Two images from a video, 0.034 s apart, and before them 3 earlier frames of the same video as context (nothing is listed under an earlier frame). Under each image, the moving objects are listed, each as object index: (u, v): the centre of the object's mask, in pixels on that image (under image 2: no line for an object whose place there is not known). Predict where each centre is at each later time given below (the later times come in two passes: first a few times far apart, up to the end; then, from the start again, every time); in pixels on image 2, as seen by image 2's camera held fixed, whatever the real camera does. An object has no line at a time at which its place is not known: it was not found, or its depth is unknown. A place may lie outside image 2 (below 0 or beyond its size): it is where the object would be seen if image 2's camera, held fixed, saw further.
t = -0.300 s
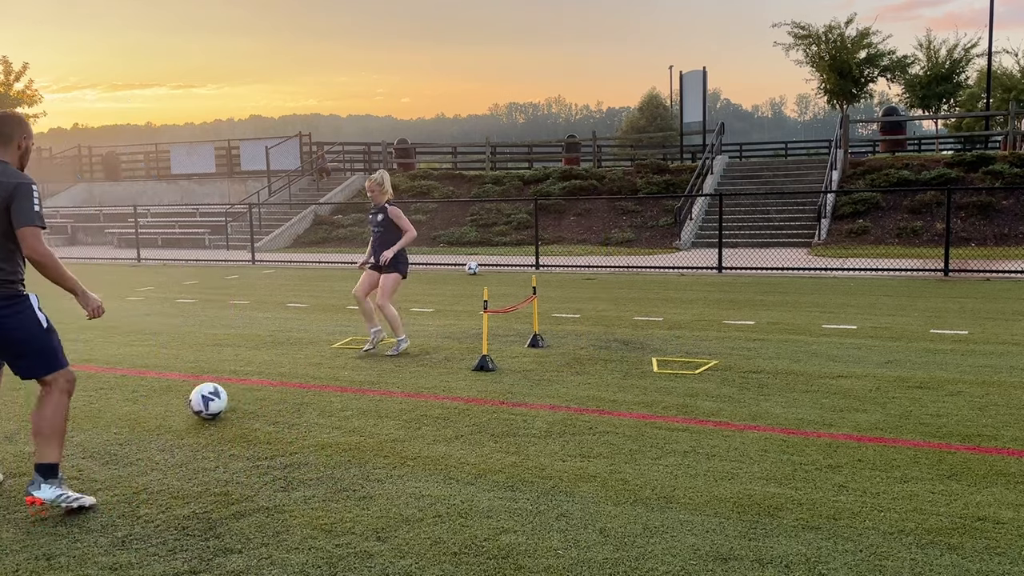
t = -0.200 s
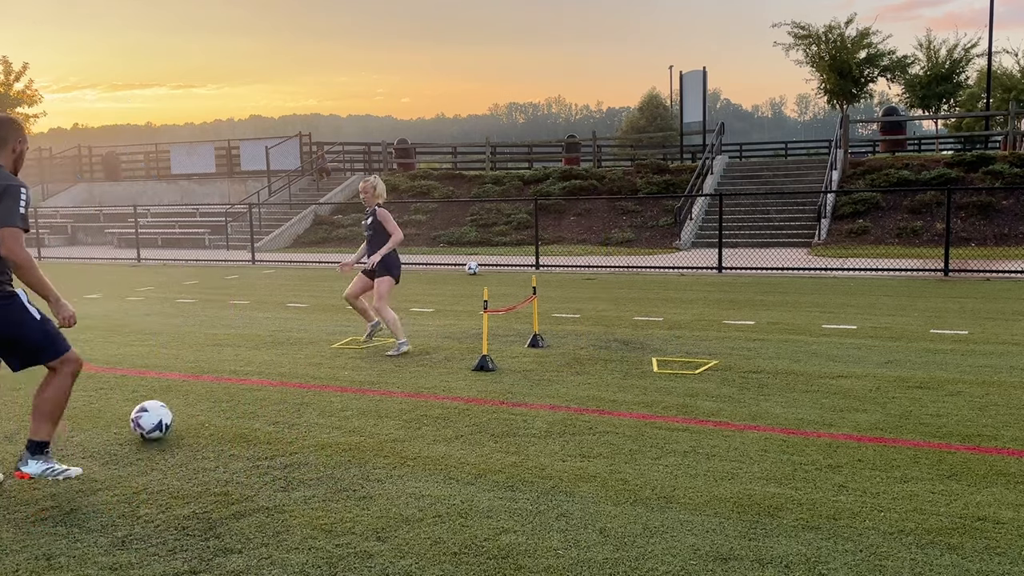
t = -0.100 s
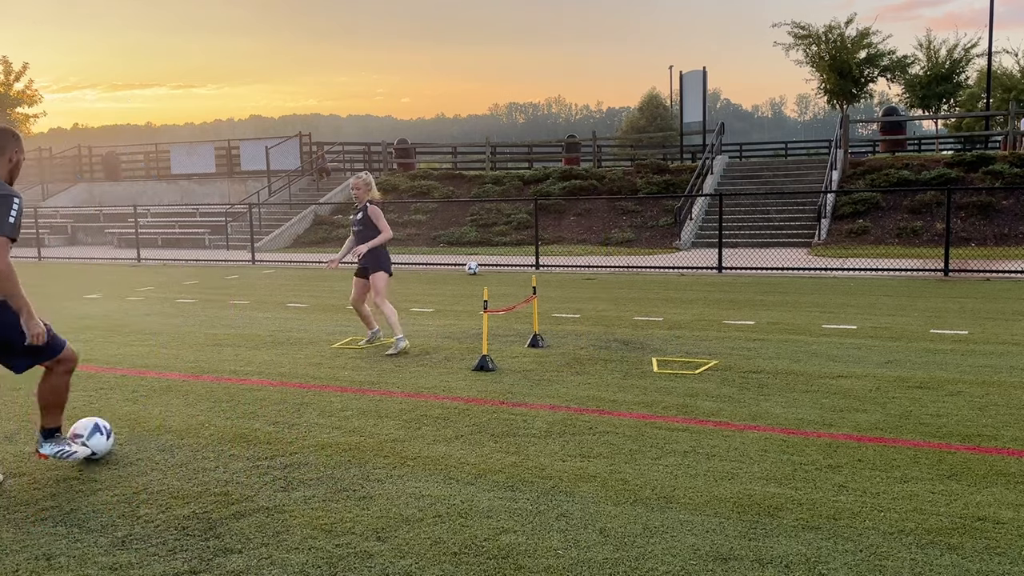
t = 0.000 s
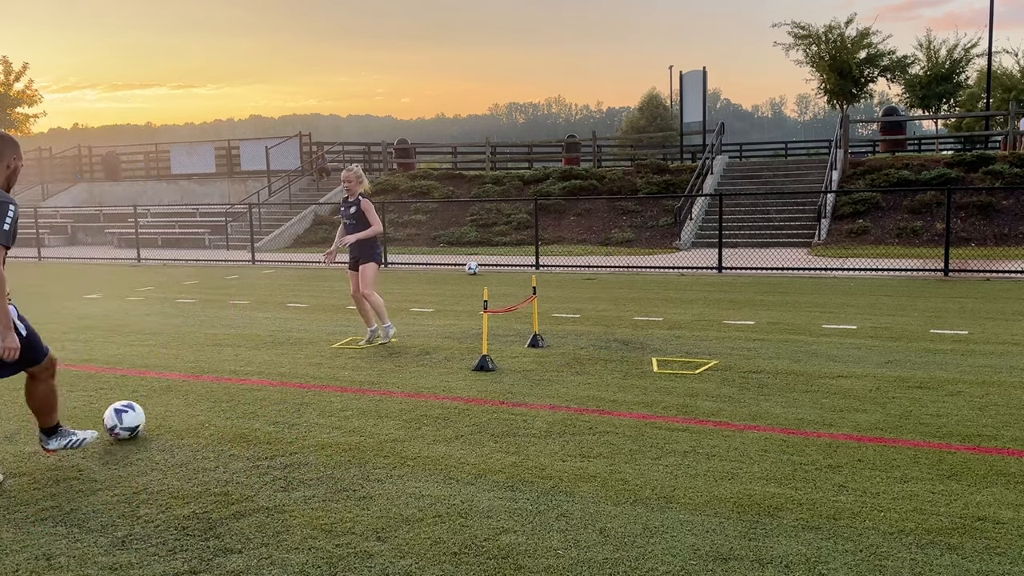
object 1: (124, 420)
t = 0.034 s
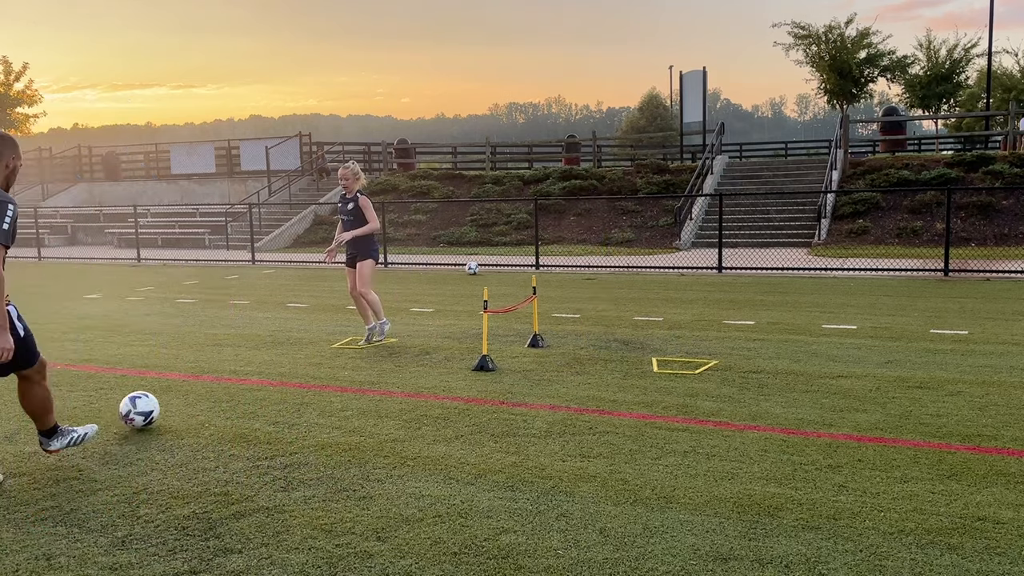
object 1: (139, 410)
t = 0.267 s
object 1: (216, 371)
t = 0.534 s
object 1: (260, 347)
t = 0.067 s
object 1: (153, 401)
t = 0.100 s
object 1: (166, 396)
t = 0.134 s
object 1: (179, 392)
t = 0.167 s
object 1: (189, 385)
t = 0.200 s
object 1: (199, 380)
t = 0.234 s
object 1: (208, 376)
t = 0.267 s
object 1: (216, 371)
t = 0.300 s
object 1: (224, 368)
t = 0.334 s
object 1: (231, 364)
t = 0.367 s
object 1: (236, 360)
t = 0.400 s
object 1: (241, 357)
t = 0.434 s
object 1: (247, 355)
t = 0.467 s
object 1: (251, 353)
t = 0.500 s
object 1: (256, 350)
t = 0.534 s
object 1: (260, 347)
